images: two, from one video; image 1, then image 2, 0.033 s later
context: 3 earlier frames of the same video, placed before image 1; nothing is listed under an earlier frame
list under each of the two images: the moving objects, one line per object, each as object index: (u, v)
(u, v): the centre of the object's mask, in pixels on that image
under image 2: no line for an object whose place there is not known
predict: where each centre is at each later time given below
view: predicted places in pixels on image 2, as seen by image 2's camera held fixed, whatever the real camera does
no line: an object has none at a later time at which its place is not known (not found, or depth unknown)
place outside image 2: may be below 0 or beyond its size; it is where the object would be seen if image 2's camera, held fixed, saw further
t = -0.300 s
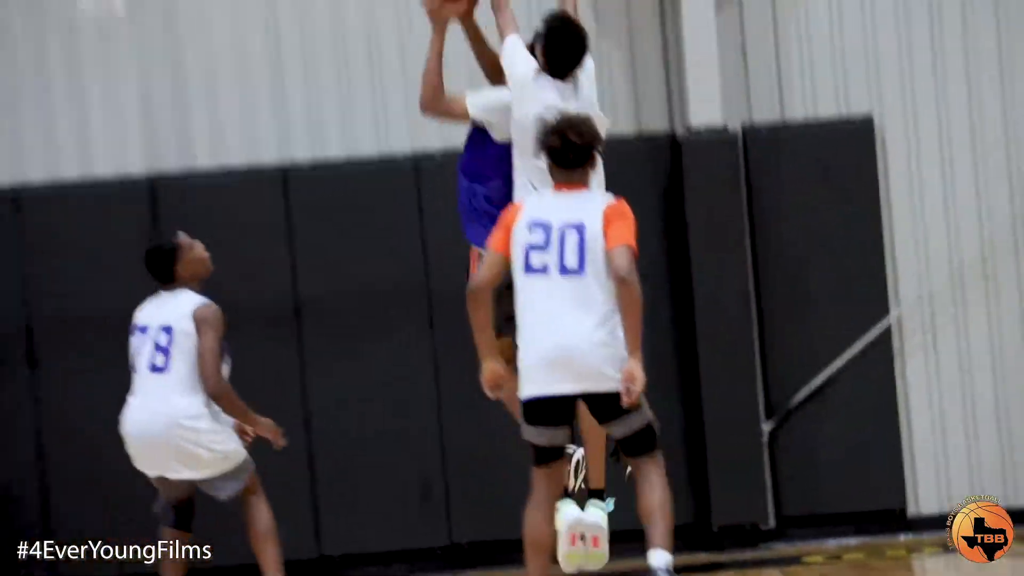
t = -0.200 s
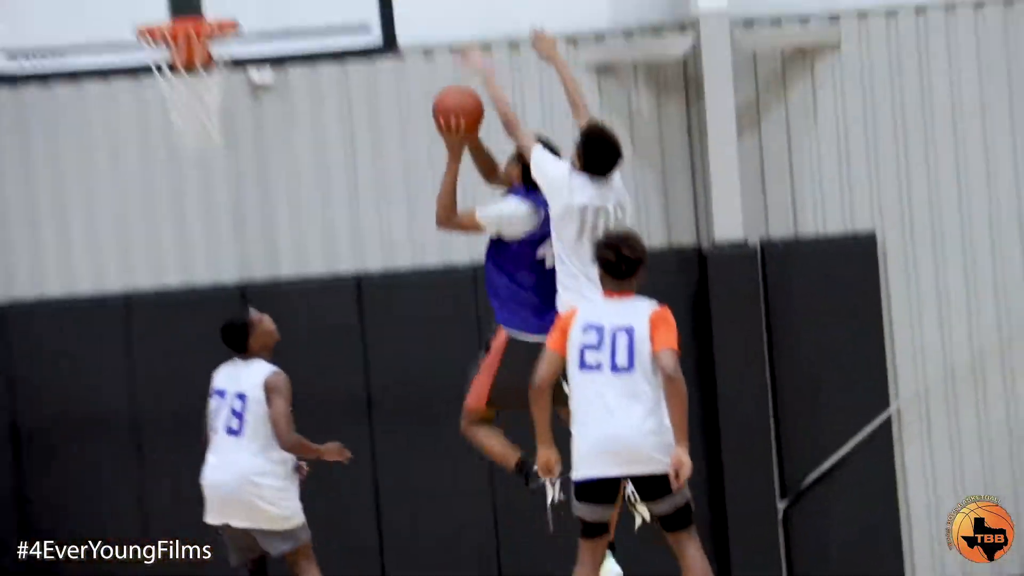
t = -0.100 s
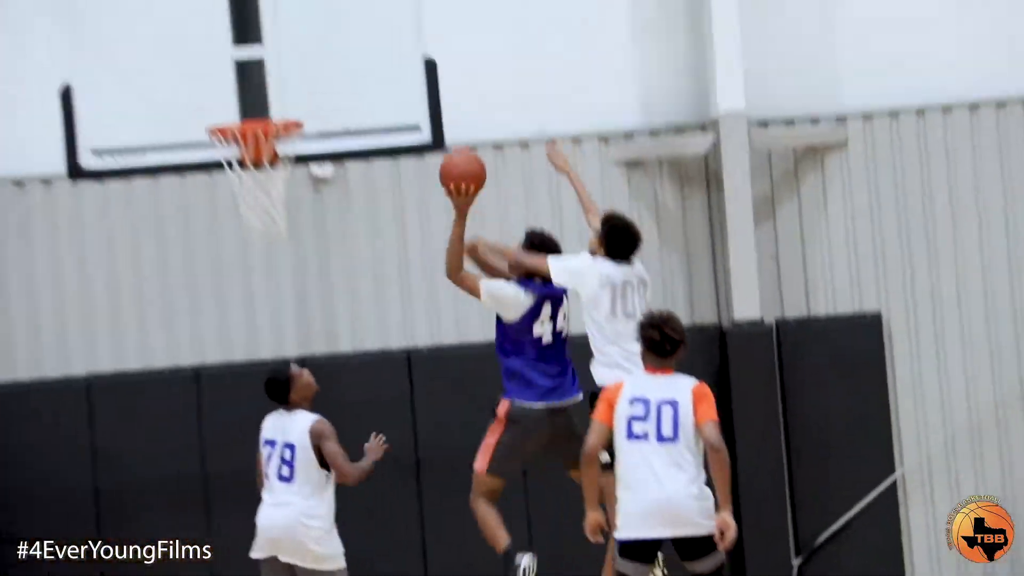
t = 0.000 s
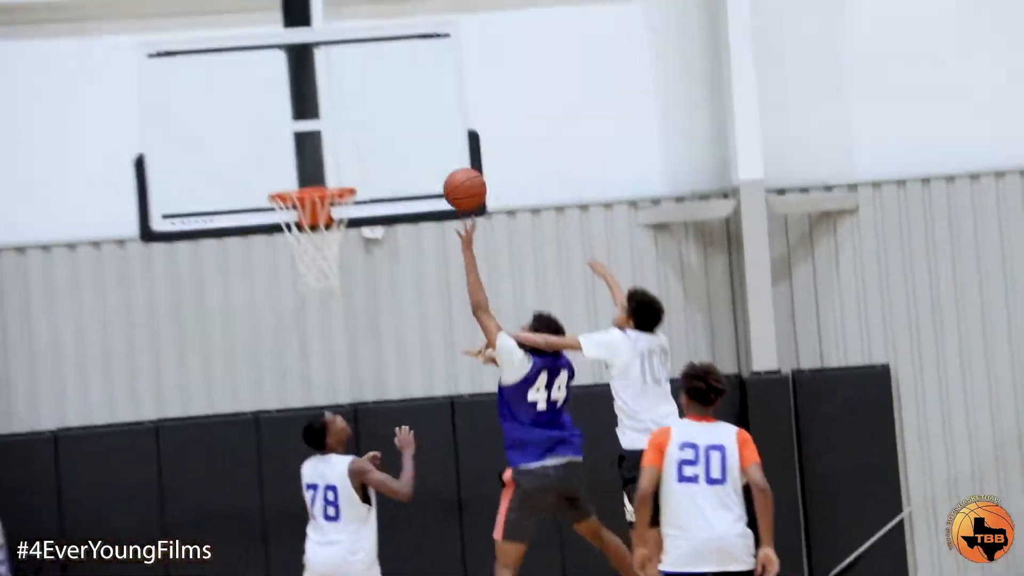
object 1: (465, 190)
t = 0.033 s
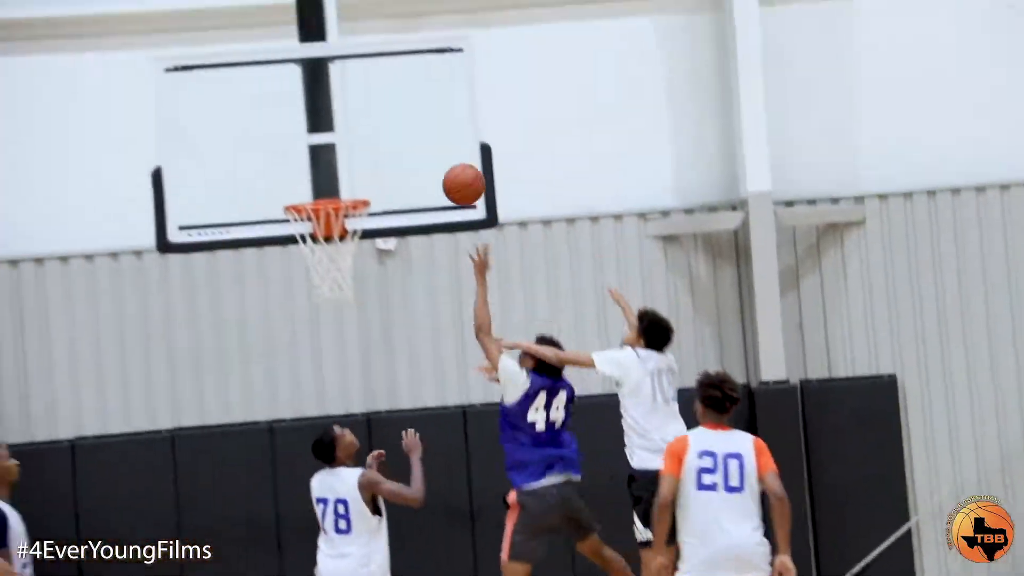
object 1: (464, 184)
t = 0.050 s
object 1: (456, 177)
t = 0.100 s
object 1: (434, 155)
